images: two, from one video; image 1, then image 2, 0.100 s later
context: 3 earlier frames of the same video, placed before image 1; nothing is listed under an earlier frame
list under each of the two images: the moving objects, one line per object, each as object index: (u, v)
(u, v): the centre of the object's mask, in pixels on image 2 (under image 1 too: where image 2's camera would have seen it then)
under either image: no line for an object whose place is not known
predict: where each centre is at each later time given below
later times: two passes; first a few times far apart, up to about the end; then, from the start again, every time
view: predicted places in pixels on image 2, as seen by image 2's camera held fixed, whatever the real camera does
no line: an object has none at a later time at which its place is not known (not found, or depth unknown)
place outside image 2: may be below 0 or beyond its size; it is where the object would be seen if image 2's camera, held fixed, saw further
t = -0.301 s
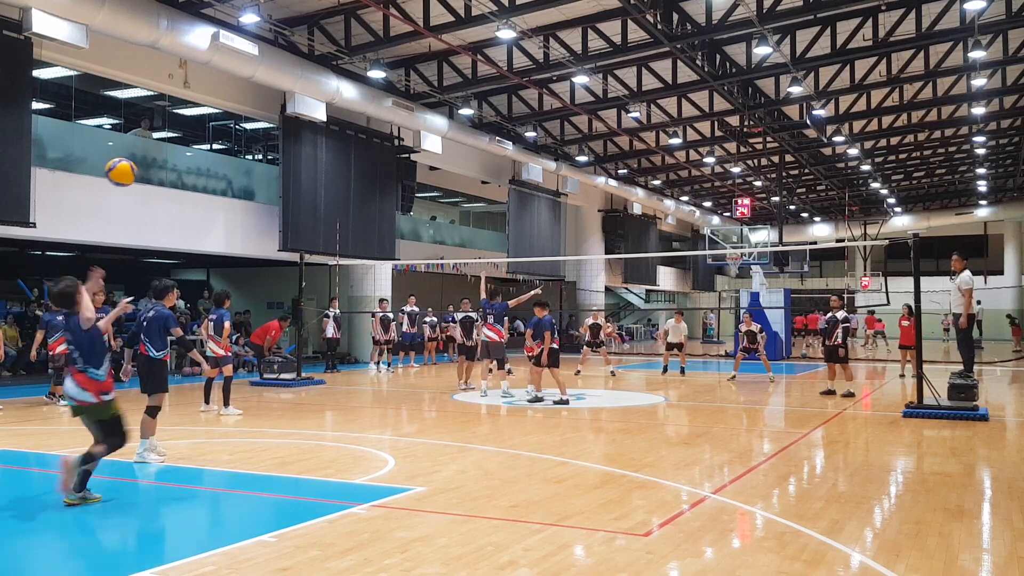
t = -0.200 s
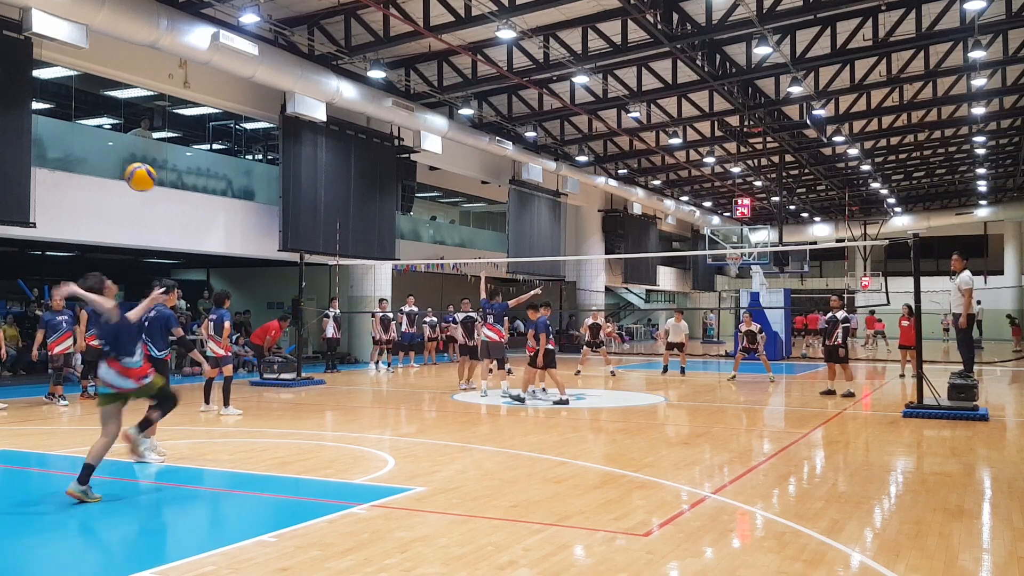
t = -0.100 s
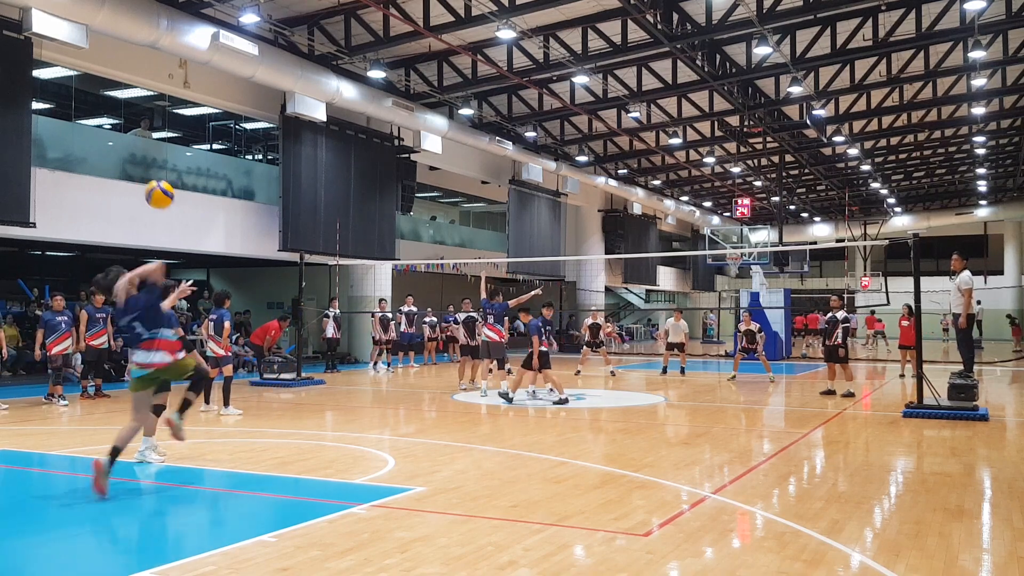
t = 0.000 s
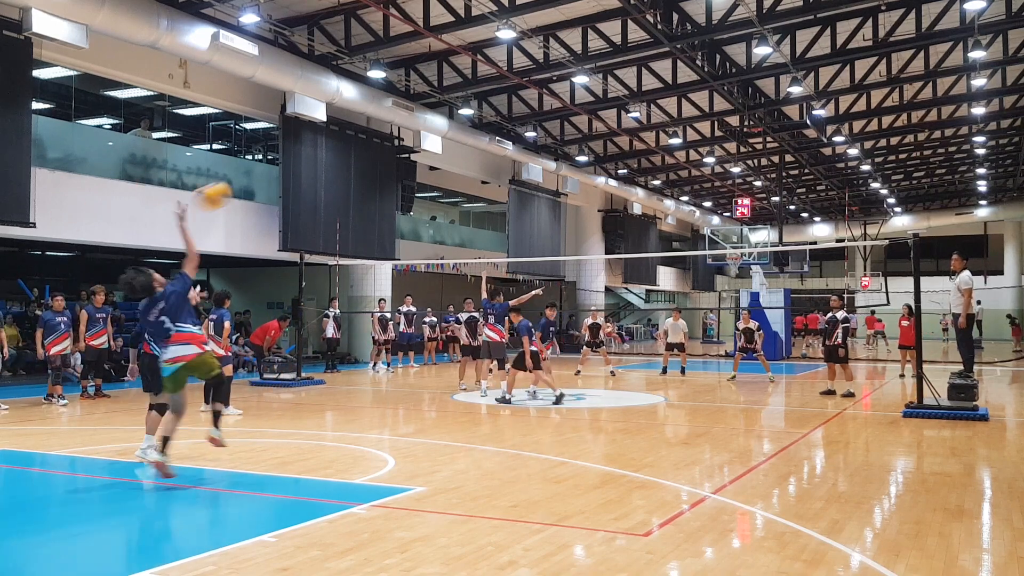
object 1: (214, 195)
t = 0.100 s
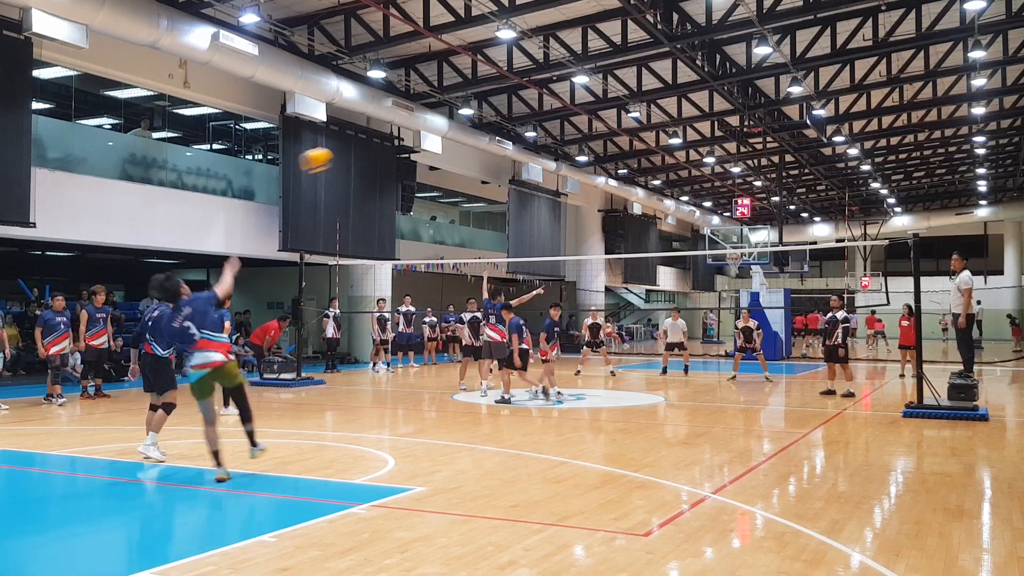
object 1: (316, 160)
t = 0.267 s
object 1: (438, 134)
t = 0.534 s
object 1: (553, 149)
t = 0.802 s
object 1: (623, 196)
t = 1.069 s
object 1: (672, 262)
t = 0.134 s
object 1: (344, 152)
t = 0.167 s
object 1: (370, 146)
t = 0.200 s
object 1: (392, 141)
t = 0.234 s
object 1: (413, 138)
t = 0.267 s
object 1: (438, 134)
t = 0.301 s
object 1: (456, 133)
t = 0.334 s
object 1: (472, 132)
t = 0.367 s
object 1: (488, 133)
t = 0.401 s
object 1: (503, 135)
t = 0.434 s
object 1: (517, 138)
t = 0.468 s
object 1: (529, 142)
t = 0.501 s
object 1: (542, 145)
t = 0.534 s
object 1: (553, 149)
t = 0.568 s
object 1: (563, 153)
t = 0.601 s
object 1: (573, 158)
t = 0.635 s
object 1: (584, 164)
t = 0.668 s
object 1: (593, 168)
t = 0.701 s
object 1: (602, 173)
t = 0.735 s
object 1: (610, 180)
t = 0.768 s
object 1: (618, 188)
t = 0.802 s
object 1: (623, 196)
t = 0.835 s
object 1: (630, 203)
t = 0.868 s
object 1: (638, 210)
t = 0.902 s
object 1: (645, 219)
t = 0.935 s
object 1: (650, 226)
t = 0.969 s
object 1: (656, 235)
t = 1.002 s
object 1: (662, 244)
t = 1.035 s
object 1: (667, 253)
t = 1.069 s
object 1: (672, 262)
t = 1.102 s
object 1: (678, 272)
